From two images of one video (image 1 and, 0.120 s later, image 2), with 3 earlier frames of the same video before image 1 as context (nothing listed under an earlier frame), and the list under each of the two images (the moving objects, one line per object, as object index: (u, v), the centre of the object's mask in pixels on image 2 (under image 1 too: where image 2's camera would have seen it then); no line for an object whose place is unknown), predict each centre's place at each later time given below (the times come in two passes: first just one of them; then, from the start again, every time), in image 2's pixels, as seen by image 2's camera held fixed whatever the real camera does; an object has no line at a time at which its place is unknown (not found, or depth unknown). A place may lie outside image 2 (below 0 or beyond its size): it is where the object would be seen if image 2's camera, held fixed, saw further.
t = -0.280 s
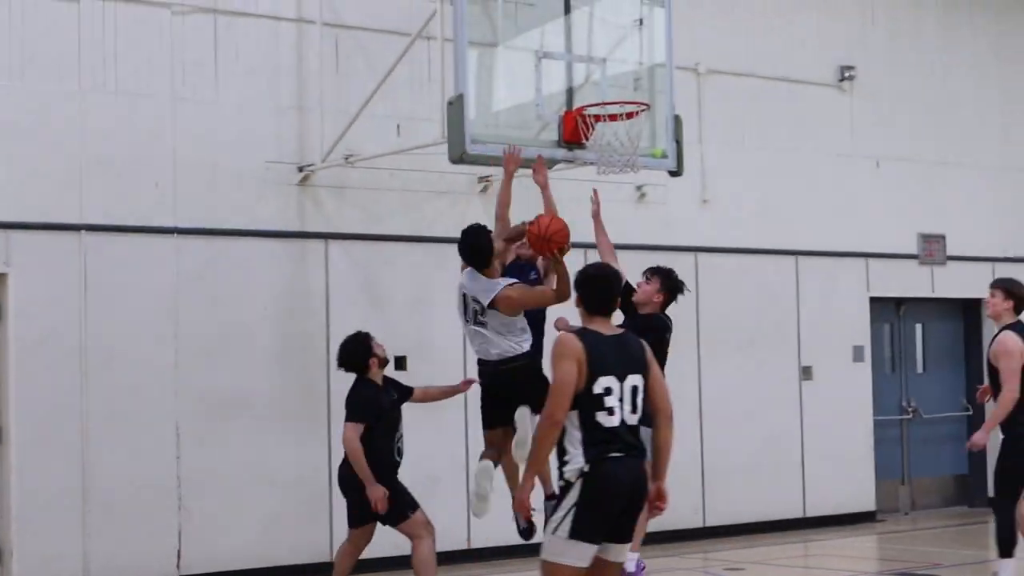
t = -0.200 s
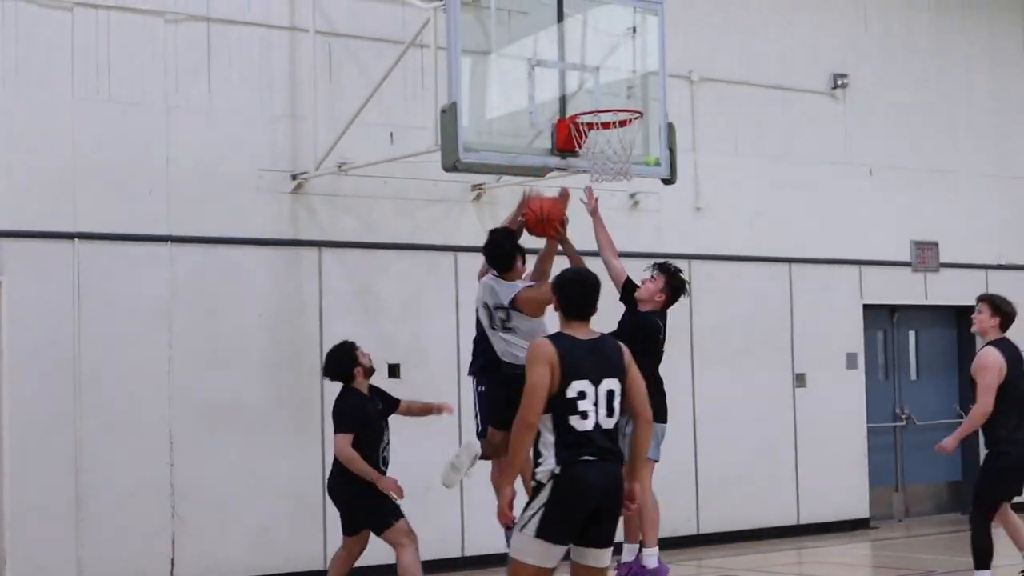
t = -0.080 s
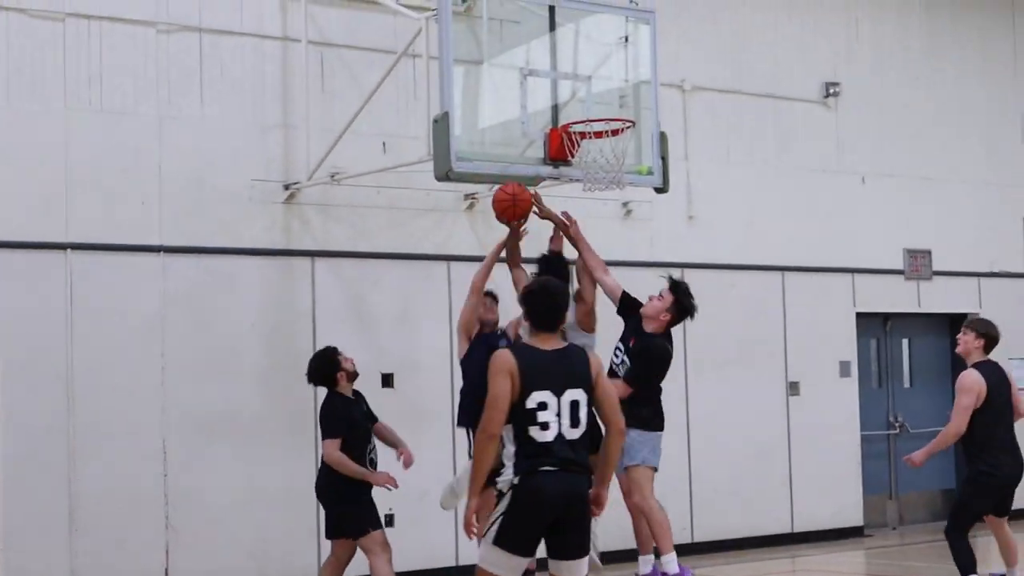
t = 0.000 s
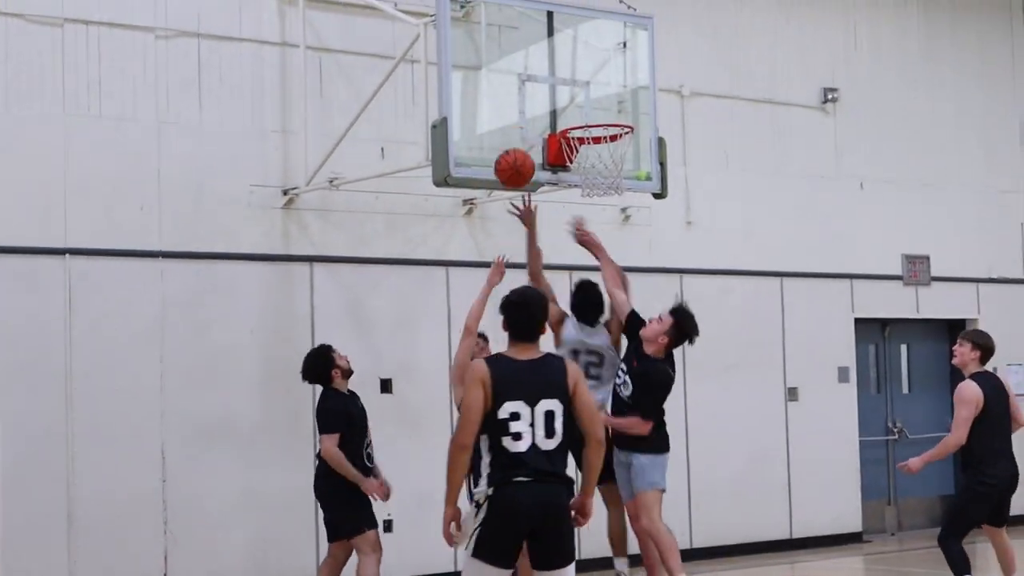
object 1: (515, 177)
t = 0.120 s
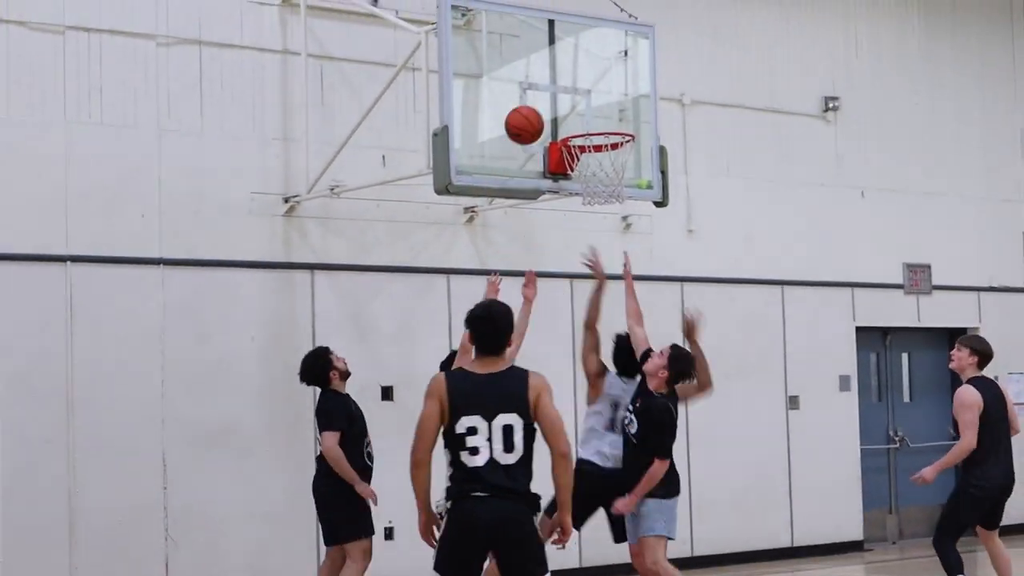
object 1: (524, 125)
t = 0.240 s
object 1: (533, 98)
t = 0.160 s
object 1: (527, 113)
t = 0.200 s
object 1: (530, 104)
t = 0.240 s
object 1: (533, 98)
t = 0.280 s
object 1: (536, 95)
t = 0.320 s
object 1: (539, 94)
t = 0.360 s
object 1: (542, 95)
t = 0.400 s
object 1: (545, 99)
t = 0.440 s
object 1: (548, 105)
